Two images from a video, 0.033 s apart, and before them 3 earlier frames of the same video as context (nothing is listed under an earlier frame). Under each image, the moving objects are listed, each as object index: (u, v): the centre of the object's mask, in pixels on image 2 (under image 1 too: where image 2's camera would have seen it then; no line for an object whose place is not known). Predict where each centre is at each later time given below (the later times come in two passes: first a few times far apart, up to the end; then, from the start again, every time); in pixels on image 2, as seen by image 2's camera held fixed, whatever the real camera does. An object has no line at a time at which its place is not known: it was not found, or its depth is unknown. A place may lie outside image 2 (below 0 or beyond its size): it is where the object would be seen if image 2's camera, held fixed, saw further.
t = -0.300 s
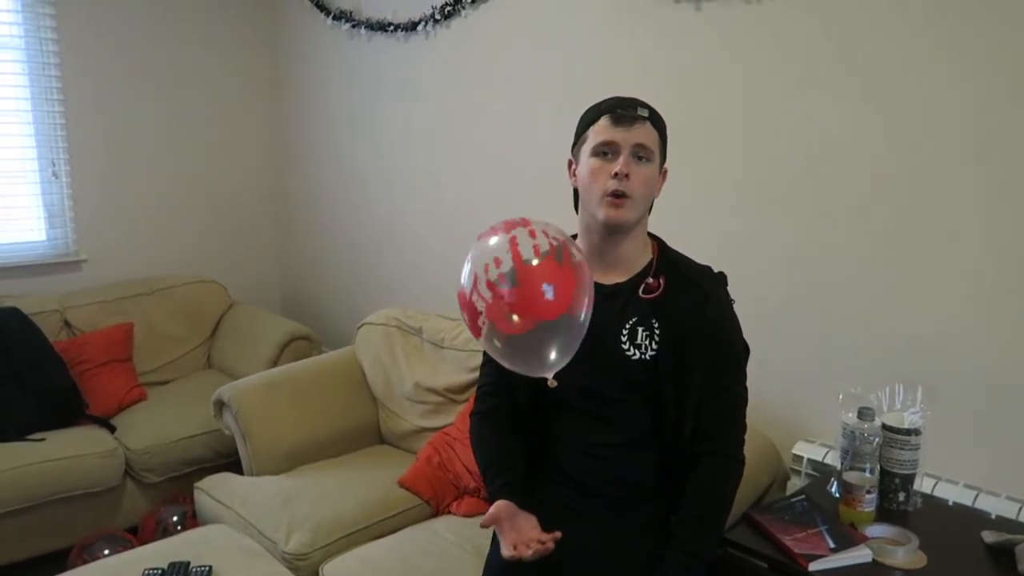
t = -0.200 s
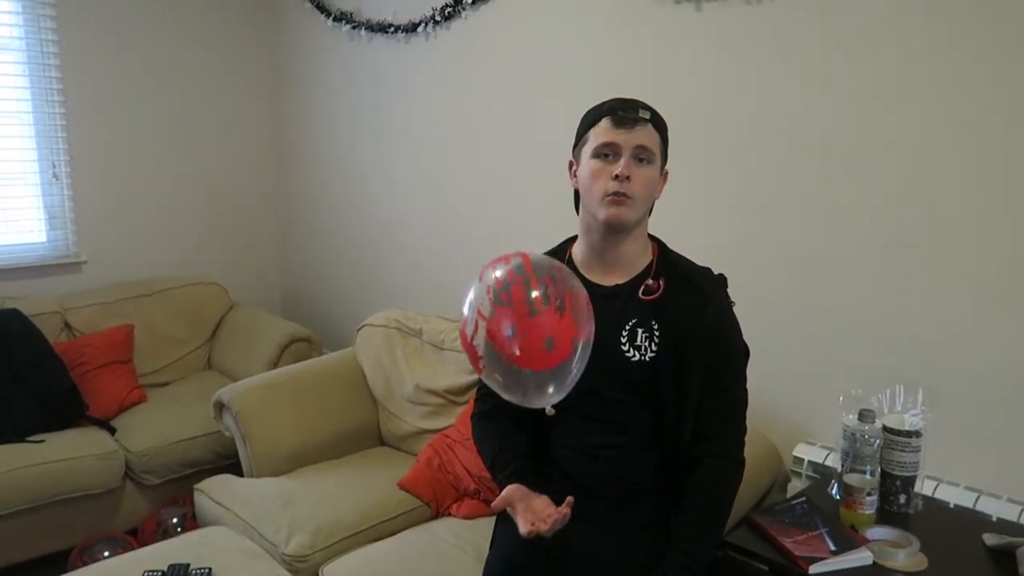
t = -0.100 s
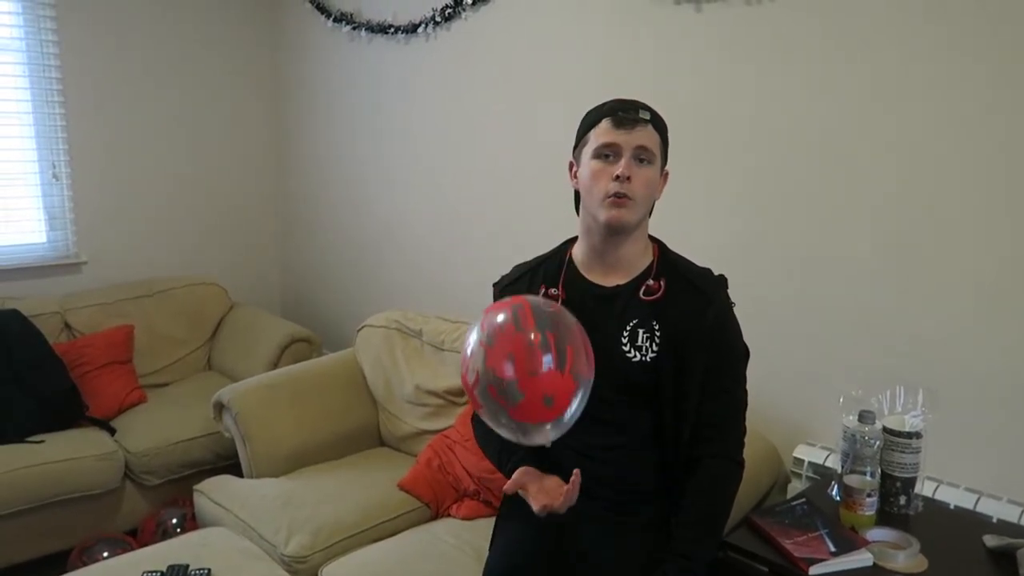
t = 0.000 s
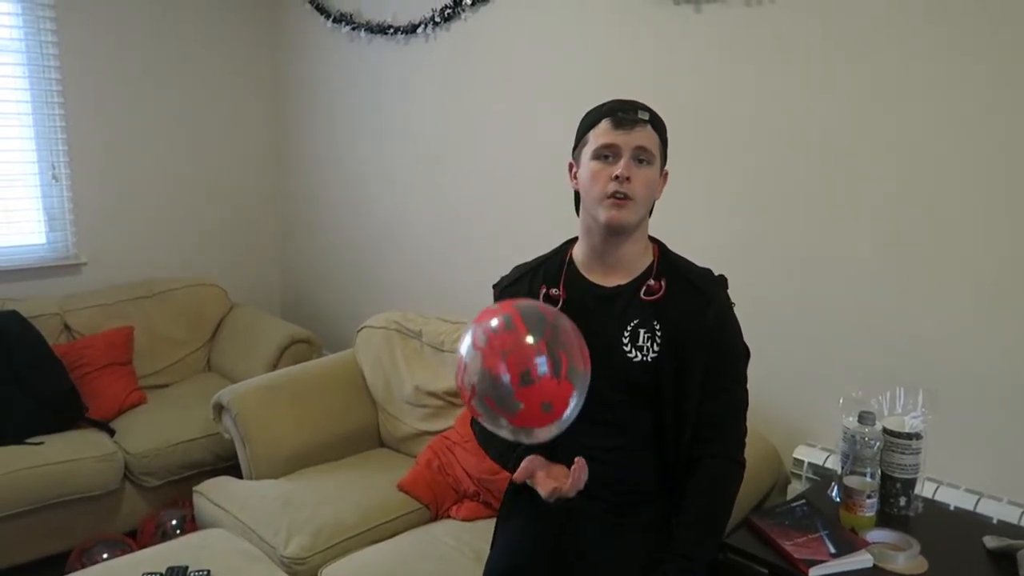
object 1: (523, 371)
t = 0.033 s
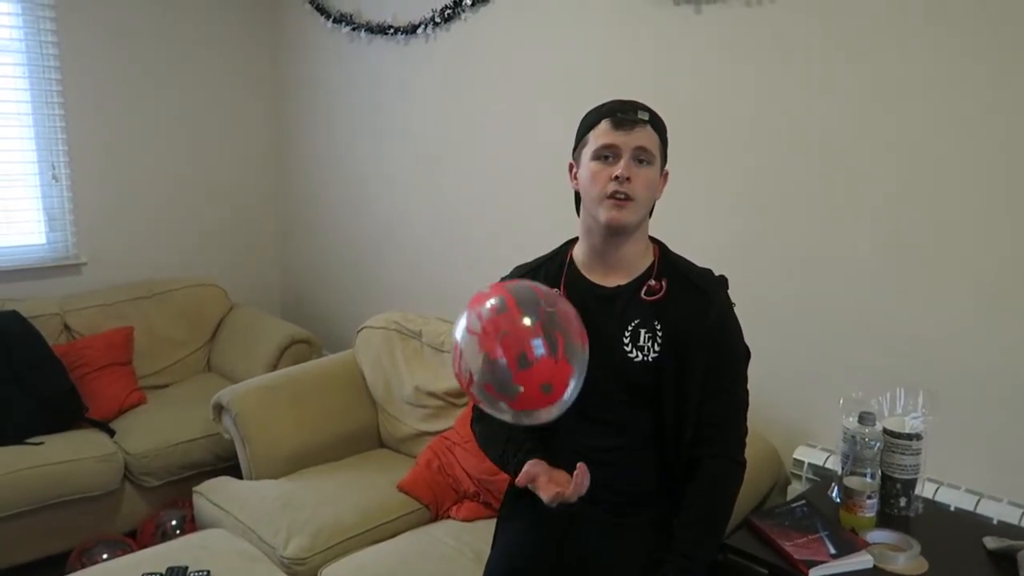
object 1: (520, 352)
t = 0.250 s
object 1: (503, 255)
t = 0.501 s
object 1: (479, 200)
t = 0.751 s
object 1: (458, 218)
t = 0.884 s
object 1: (450, 260)
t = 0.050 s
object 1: (519, 343)
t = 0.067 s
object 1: (517, 334)
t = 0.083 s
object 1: (516, 326)
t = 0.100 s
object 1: (515, 318)
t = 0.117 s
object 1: (513, 310)
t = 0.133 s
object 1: (512, 302)
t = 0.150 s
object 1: (511, 295)
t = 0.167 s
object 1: (509, 287)
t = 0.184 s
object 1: (508, 280)
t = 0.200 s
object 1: (507, 273)
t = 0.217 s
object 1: (505, 267)
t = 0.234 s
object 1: (504, 261)
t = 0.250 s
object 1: (503, 255)
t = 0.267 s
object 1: (501, 249)
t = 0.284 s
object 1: (499, 244)
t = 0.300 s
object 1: (498, 239)
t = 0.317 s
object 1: (497, 234)
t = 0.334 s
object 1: (495, 230)
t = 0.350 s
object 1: (494, 226)
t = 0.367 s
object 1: (492, 221)
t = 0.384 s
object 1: (491, 218)
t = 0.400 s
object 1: (489, 215)
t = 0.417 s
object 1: (487, 212)
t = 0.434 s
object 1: (486, 209)
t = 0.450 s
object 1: (484, 206)
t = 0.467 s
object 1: (482, 204)
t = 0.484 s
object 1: (481, 202)
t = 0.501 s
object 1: (479, 200)
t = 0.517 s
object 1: (477, 199)
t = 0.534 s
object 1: (475, 198)
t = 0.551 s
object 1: (474, 198)
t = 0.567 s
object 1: (472, 197)
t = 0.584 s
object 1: (470, 198)
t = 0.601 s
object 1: (469, 198)
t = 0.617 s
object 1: (468, 199)
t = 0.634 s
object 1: (466, 200)
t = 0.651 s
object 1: (465, 202)
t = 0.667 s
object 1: (464, 203)
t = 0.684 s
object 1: (462, 206)
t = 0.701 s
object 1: (461, 208)
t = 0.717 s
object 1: (460, 211)
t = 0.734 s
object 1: (459, 215)
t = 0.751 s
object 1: (458, 218)
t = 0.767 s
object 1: (456, 223)
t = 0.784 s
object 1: (455, 227)
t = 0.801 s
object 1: (454, 232)
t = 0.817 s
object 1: (453, 235)
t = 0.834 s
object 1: (452, 241)
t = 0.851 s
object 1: (451, 248)
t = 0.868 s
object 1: (451, 255)
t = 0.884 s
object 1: (450, 260)
